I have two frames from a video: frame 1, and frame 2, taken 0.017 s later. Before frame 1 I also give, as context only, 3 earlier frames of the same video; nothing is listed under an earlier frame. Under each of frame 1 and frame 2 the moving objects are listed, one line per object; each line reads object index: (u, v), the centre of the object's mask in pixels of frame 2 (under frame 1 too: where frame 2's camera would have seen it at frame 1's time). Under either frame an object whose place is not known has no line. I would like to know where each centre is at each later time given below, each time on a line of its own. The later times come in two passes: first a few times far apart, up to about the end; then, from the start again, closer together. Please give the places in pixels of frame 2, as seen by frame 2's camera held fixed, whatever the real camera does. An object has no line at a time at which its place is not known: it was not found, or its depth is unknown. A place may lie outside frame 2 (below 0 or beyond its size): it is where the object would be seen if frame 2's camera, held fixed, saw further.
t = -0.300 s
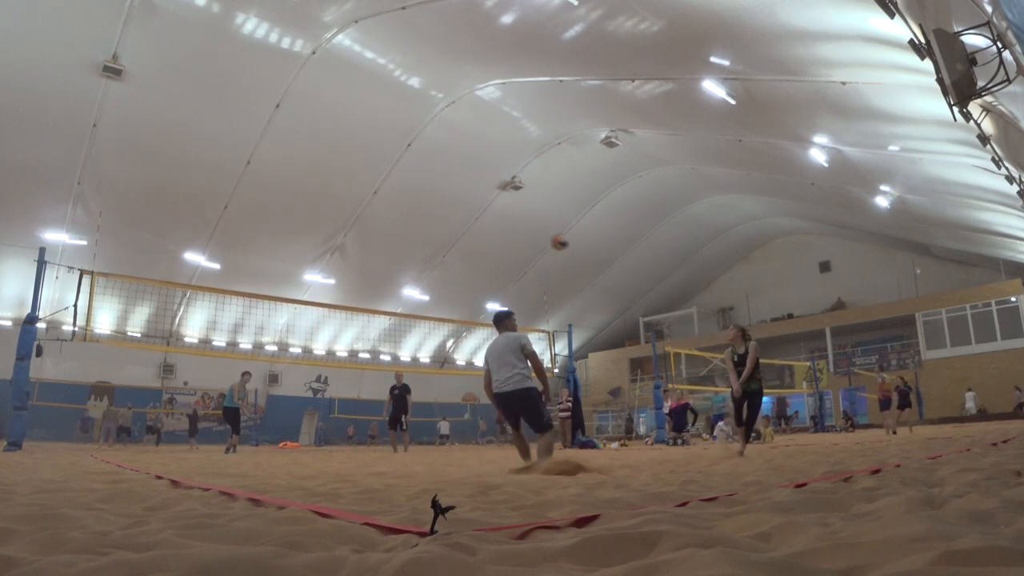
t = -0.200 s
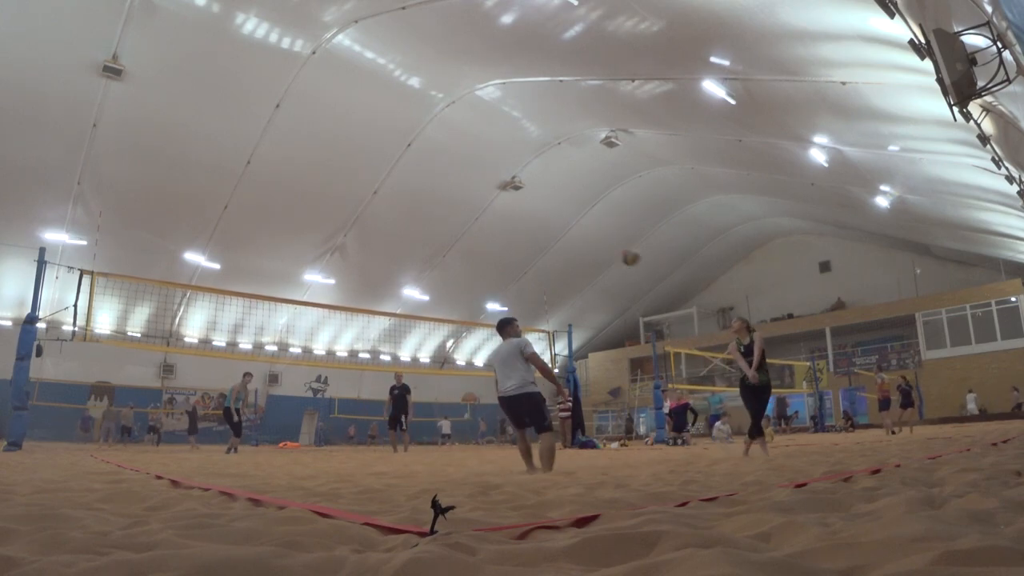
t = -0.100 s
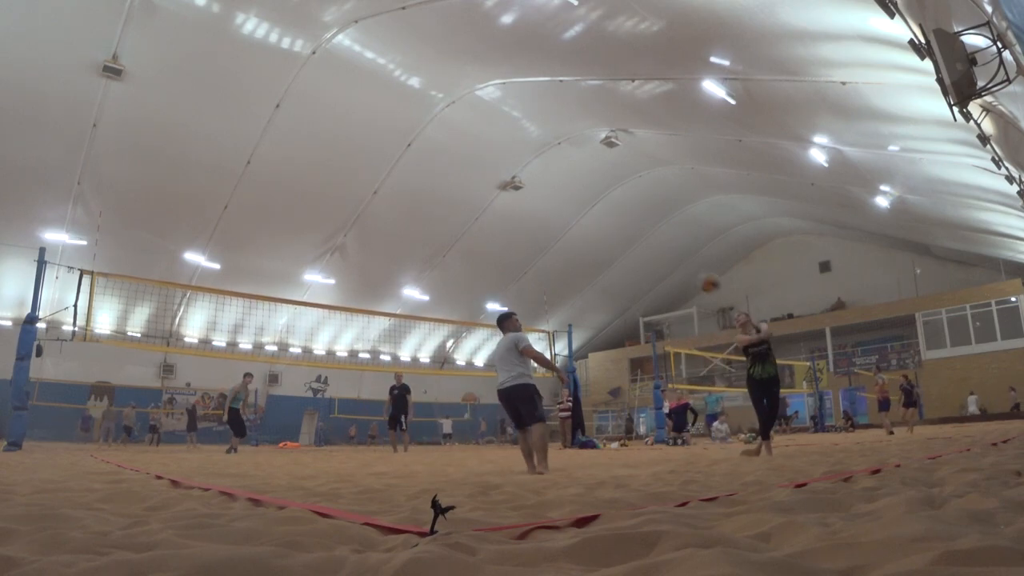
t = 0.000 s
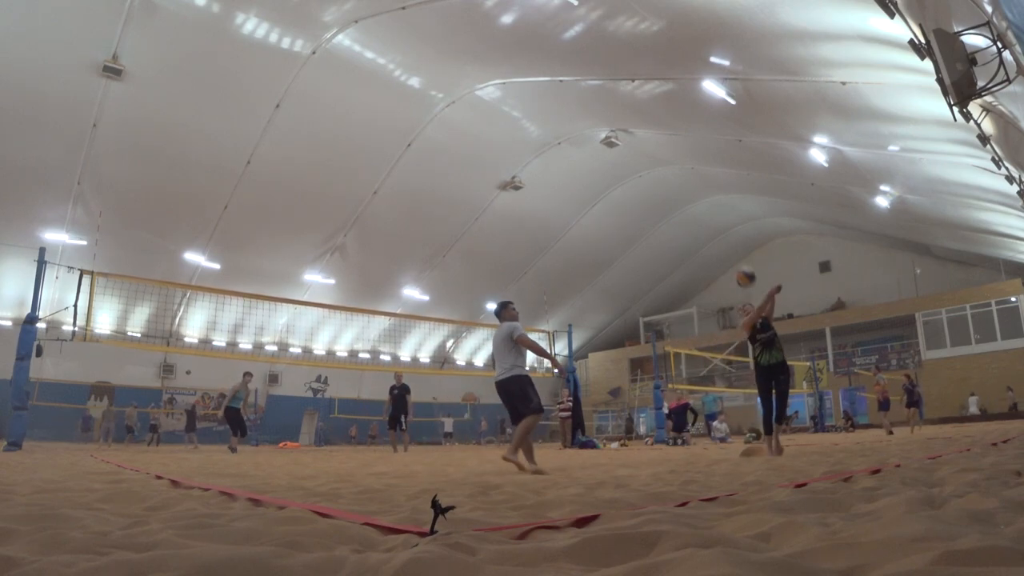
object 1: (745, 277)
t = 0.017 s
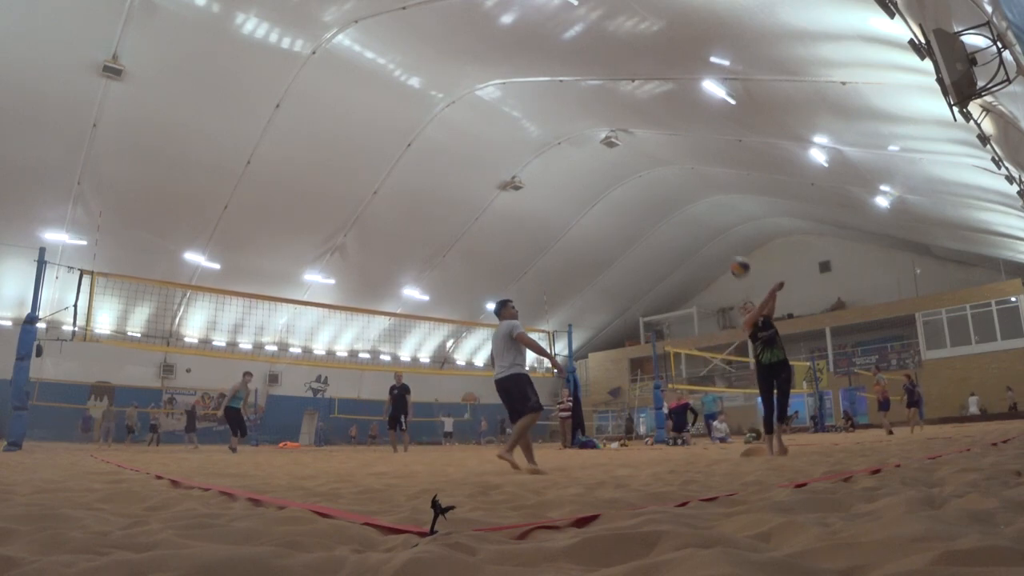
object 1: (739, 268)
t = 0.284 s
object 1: (658, 160)
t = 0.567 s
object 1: (594, 124)
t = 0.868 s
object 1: (538, 153)
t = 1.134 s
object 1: (496, 230)
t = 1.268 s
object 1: (476, 285)
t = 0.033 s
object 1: (733, 258)
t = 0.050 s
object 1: (728, 249)
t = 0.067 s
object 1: (722, 241)
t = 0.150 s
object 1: (696, 203)
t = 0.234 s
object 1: (671, 175)
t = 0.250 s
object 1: (667, 170)
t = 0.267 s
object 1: (663, 165)
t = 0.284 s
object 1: (658, 160)
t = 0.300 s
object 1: (654, 156)
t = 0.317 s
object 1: (650, 152)
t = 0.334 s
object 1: (646, 149)
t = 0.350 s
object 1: (641, 145)
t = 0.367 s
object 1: (637, 142)
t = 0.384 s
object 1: (634, 140)
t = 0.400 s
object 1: (630, 138)
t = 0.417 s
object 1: (626, 136)
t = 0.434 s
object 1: (622, 133)
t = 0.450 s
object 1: (619, 131)
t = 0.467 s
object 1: (615, 129)
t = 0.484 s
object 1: (611, 129)
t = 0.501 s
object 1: (608, 127)
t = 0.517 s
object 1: (604, 126)
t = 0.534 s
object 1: (601, 125)
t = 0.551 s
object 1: (597, 125)
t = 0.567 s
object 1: (594, 124)
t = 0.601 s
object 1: (587, 125)
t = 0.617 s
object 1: (583, 125)
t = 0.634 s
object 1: (580, 125)
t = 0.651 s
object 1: (577, 126)
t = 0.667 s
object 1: (574, 127)
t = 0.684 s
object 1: (571, 128)
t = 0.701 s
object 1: (568, 129)
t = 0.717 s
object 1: (565, 130)
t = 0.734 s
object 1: (562, 132)
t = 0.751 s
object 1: (559, 134)
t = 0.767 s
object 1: (556, 136)
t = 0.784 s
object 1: (553, 138)
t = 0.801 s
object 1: (550, 141)
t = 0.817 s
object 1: (547, 144)
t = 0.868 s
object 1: (538, 153)
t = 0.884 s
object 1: (536, 156)
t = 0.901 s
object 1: (533, 159)
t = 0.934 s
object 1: (528, 167)
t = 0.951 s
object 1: (525, 171)
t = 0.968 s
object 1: (522, 176)
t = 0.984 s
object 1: (519, 180)
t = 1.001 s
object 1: (517, 184)
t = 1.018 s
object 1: (515, 188)
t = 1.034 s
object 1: (512, 193)
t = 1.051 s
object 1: (509, 200)
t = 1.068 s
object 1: (507, 205)
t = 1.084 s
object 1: (504, 212)
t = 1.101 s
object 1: (501, 217)
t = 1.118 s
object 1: (499, 223)
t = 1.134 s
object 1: (496, 230)
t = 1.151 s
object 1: (494, 236)
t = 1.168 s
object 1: (491, 242)
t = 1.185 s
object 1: (489, 249)
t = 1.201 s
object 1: (486, 256)
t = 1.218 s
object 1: (484, 264)
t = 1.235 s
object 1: (481, 270)
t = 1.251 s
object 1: (479, 278)
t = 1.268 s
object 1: (476, 285)
